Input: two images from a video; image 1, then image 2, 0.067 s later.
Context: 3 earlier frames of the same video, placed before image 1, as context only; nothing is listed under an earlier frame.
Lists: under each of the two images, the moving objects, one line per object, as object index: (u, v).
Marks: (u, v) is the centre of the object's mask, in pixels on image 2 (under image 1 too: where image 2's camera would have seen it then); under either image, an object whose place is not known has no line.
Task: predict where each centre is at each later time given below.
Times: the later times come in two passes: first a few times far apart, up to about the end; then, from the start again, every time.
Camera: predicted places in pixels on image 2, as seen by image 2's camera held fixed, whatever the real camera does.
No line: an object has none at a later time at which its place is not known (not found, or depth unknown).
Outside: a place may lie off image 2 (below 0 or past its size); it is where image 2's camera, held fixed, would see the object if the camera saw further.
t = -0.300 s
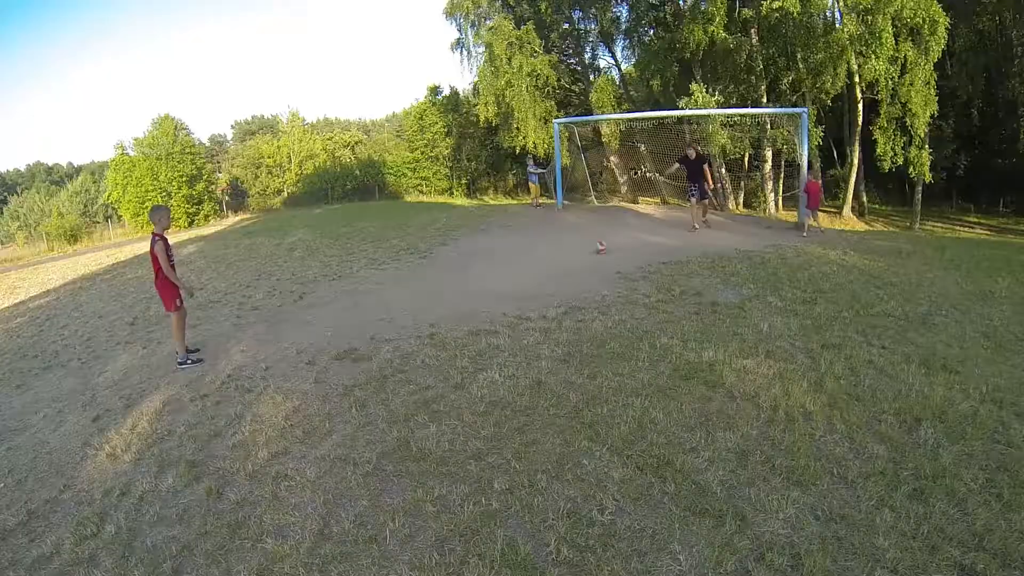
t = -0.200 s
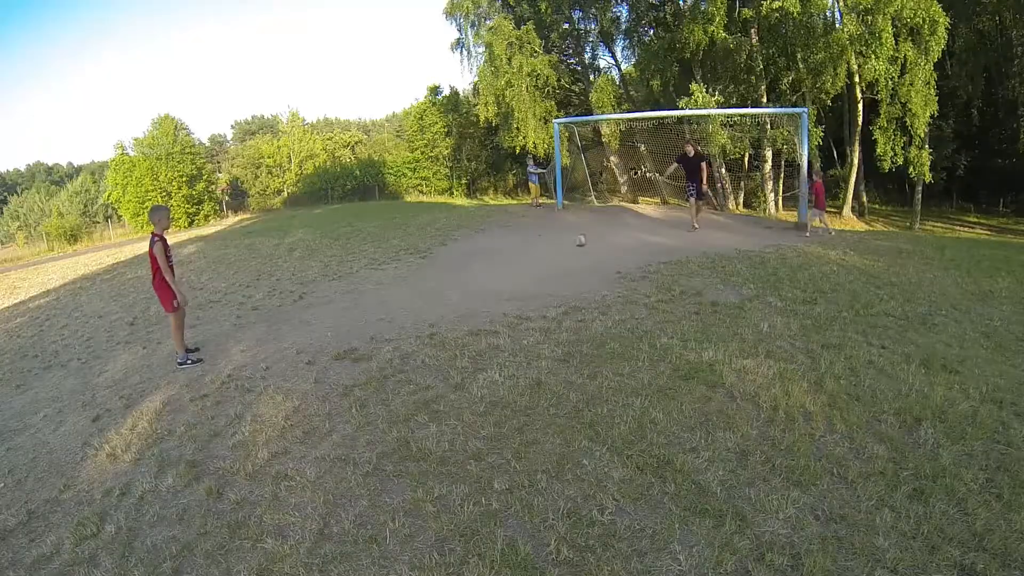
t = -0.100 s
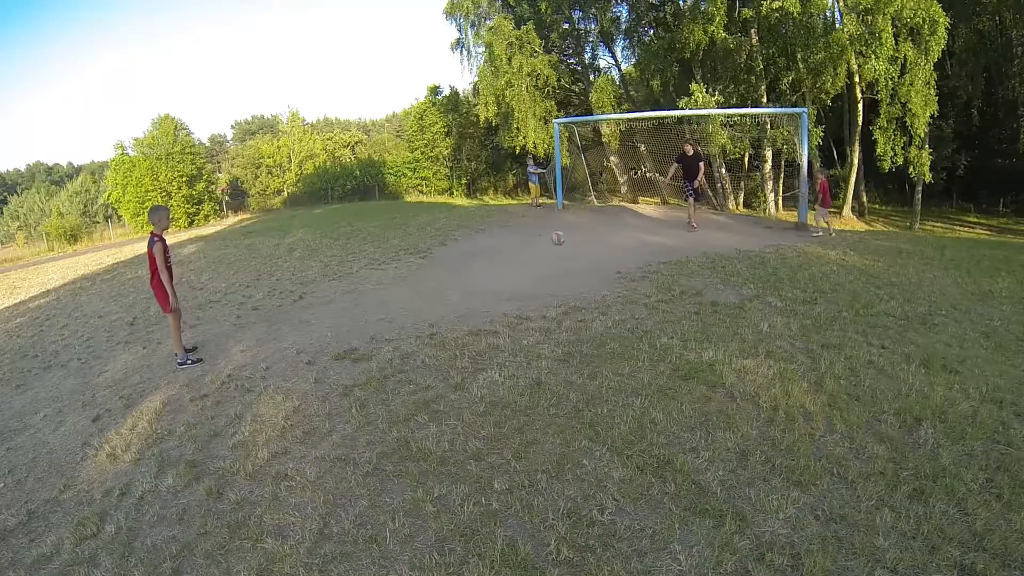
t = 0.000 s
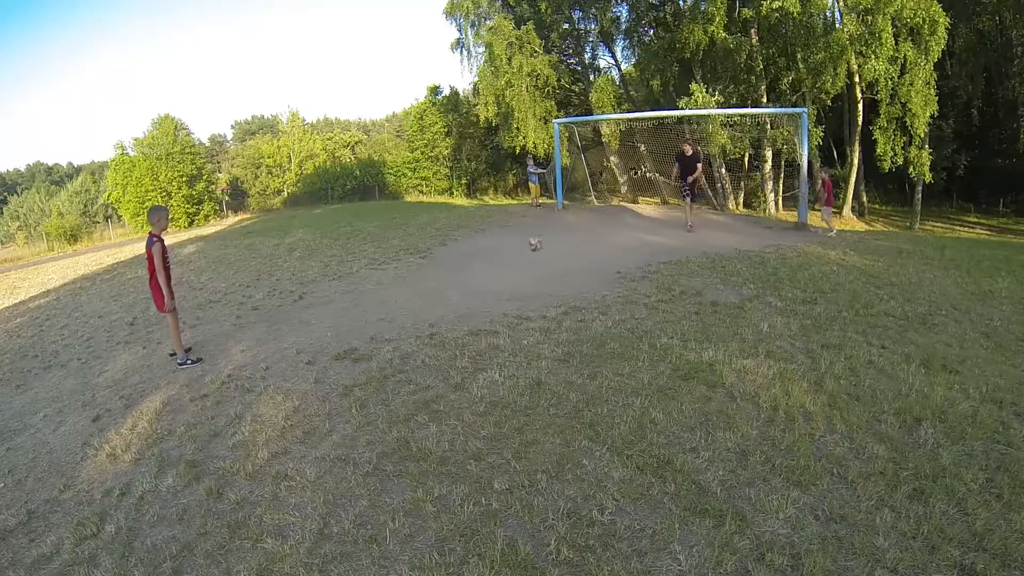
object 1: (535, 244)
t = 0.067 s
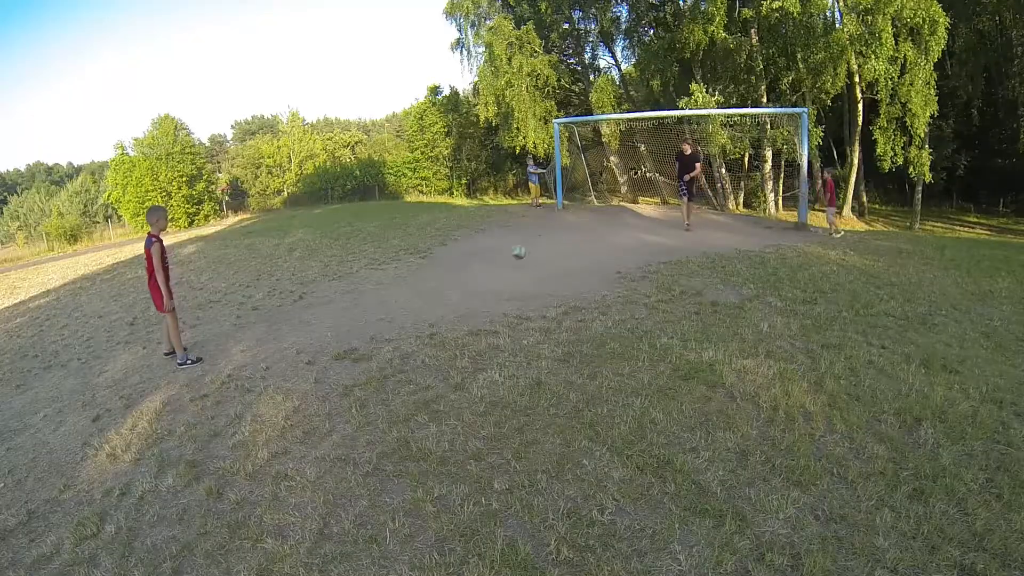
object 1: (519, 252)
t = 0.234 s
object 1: (475, 264)
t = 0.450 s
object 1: (412, 272)
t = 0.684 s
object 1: (344, 285)
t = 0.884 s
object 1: (286, 296)
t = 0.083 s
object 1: (514, 255)
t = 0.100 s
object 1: (510, 258)
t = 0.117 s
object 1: (506, 260)
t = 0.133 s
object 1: (502, 265)
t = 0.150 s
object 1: (498, 268)
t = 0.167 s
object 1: (495, 270)
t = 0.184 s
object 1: (488, 268)
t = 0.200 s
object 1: (485, 266)
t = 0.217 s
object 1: (480, 264)
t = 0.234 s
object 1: (475, 264)
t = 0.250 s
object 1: (470, 264)
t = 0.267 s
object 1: (465, 263)
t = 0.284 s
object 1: (461, 263)
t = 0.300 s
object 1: (456, 263)
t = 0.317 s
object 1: (451, 263)
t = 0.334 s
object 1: (447, 263)
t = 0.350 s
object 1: (441, 264)
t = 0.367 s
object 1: (437, 264)
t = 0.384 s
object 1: (432, 265)
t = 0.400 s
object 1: (427, 267)
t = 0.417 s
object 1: (422, 268)
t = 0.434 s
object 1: (417, 270)
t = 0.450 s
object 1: (412, 272)
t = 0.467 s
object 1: (408, 274)
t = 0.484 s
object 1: (404, 278)
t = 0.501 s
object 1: (399, 281)
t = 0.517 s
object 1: (394, 283)
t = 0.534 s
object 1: (389, 284)
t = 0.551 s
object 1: (384, 284)
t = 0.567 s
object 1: (378, 284)
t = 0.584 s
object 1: (374, 283)
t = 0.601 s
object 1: (368, 283)
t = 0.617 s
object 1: (363, 283)
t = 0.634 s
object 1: (359, 284)
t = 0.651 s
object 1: (354, 284)
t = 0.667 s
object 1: (349, 285)
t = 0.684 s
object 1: (344, 285)
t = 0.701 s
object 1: (340, 287)
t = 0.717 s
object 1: (334, 288)
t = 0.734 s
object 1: (330, 290)
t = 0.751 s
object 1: (325, 293)
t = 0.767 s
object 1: (319, 295)
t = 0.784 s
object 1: (315, 298)
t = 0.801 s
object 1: (310, 298)
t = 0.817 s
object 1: (306, 298)
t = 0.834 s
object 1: (300, 298)
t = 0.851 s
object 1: (295, 296)
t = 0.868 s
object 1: (291, 296)
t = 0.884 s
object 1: (286, 296)
